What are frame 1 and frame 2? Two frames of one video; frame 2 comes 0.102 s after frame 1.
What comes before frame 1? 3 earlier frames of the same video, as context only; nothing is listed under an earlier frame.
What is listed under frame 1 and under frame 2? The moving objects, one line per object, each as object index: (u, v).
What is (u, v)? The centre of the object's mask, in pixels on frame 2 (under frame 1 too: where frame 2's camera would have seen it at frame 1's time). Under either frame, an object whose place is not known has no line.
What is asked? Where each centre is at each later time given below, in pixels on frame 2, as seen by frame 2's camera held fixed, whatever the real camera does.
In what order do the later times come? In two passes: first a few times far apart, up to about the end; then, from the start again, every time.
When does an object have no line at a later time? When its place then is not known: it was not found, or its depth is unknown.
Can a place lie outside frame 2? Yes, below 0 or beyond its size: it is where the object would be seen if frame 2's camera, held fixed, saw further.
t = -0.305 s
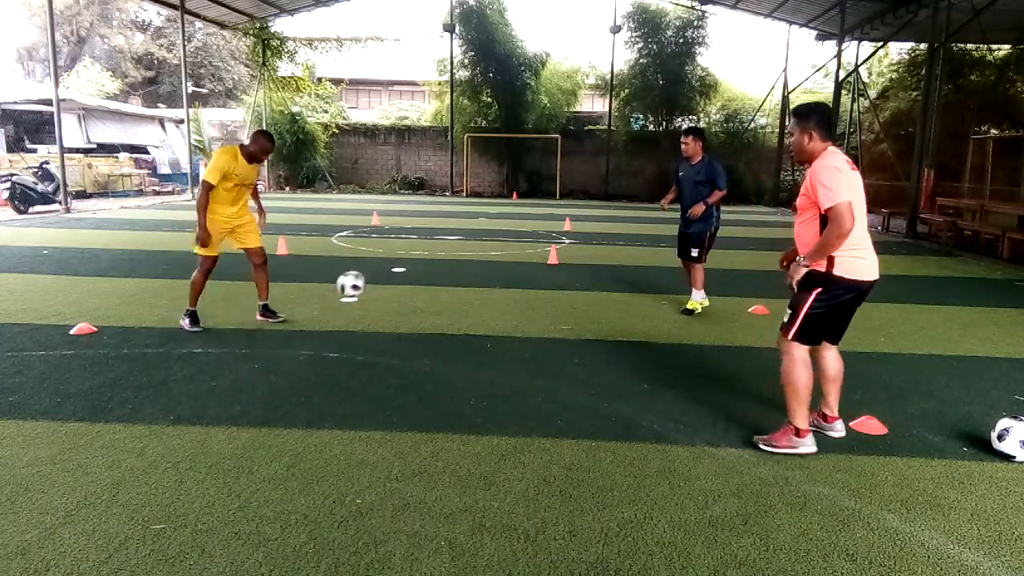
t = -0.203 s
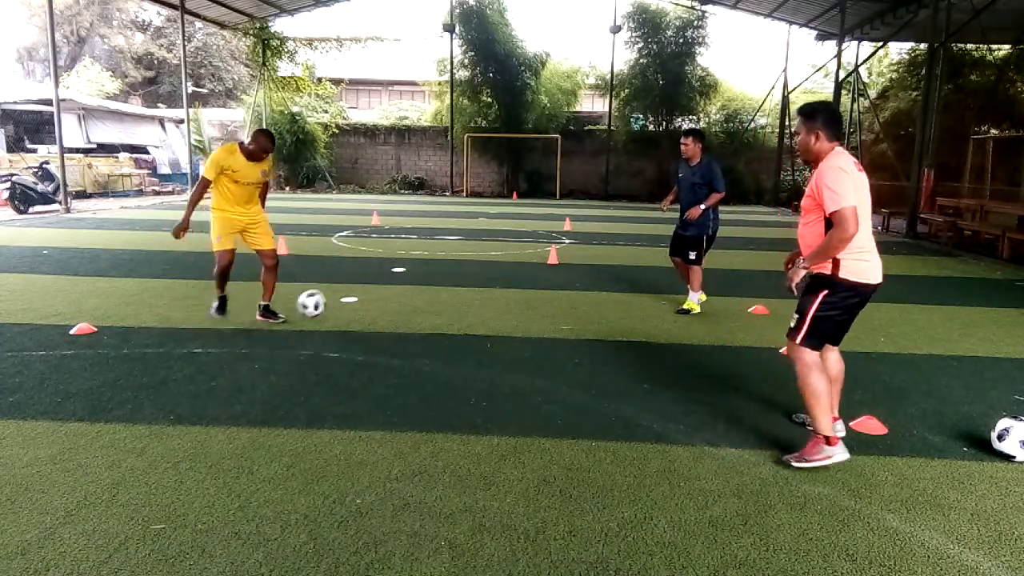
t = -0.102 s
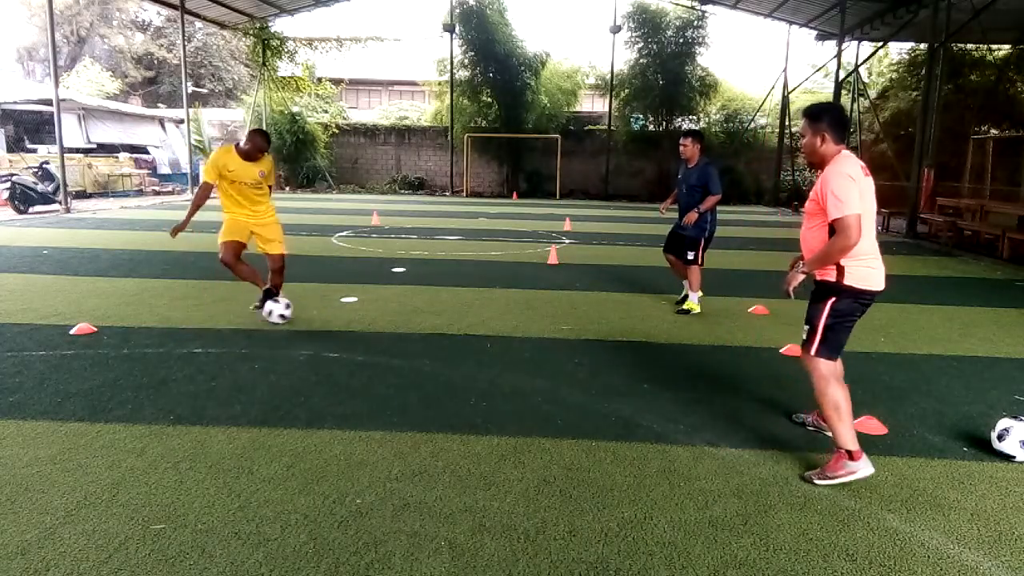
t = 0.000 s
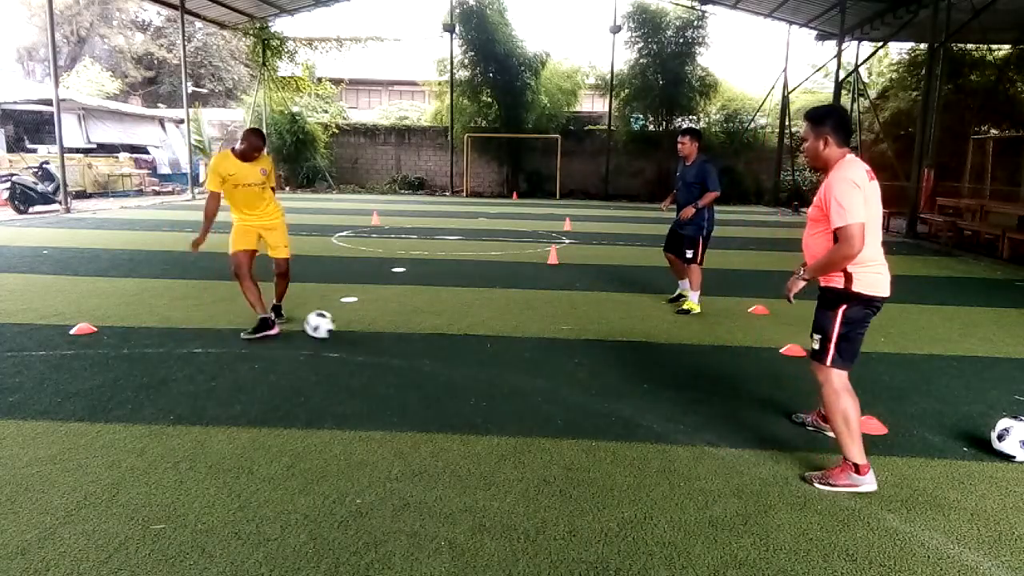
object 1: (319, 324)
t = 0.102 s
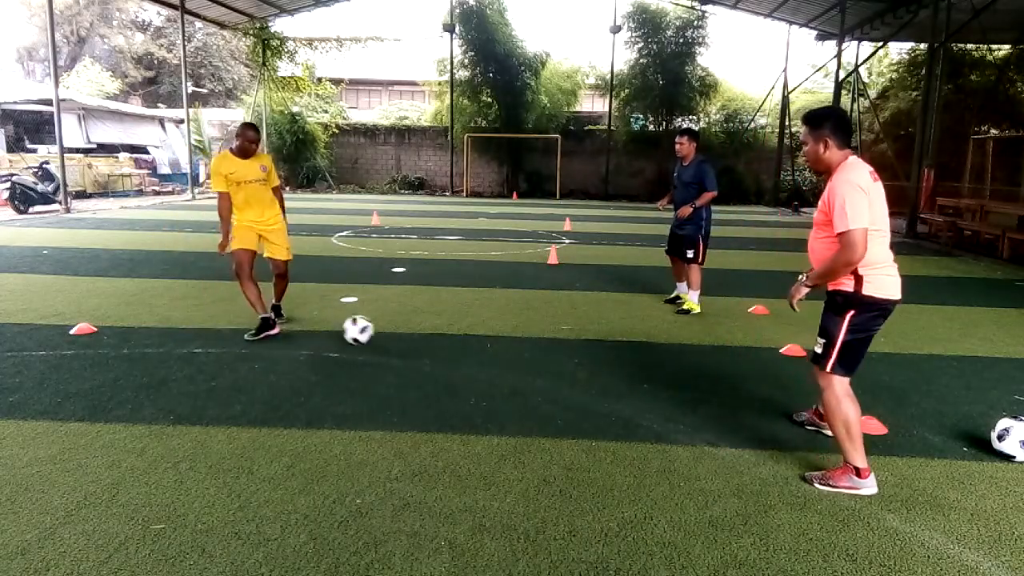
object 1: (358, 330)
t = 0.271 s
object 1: (421, 347)
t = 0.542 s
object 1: (510, 371)
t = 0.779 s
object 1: (583, 394)
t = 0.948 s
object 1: (641, 413)
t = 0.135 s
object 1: (372, 334)
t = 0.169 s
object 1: (385, 338)
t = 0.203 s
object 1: (397, 340)
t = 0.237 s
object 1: (409, 342)
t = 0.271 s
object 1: (421, 347)
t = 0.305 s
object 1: (433, 349)
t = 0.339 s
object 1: (445, 352)
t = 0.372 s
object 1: (456, 355)
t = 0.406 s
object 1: (468, 358)
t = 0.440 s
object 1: (479, 361)
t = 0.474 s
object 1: (490, 365)
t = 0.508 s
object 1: (500, 367)
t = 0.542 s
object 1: (510, 371)
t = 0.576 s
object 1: (519, 374)
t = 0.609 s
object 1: (529, 377)
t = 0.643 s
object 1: (539, 380)
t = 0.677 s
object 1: (550, 383)
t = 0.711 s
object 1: (560, 387)
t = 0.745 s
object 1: (572, 391)
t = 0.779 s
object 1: (583, 394)
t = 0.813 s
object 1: (594, 398)
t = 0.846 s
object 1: (606, 402)
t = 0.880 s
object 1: (616, 405)
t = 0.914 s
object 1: (629, 409)
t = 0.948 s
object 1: (641, 413)
